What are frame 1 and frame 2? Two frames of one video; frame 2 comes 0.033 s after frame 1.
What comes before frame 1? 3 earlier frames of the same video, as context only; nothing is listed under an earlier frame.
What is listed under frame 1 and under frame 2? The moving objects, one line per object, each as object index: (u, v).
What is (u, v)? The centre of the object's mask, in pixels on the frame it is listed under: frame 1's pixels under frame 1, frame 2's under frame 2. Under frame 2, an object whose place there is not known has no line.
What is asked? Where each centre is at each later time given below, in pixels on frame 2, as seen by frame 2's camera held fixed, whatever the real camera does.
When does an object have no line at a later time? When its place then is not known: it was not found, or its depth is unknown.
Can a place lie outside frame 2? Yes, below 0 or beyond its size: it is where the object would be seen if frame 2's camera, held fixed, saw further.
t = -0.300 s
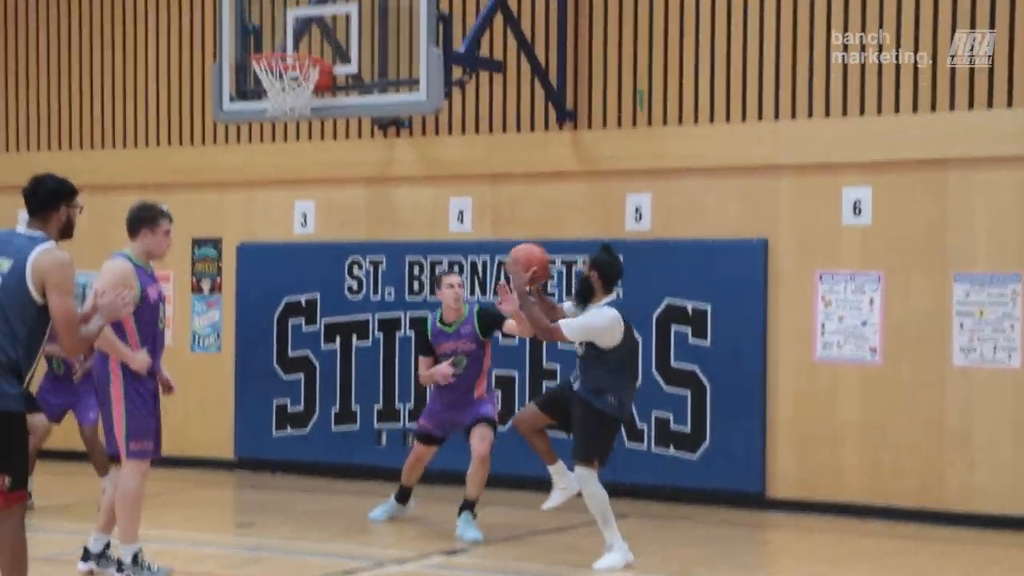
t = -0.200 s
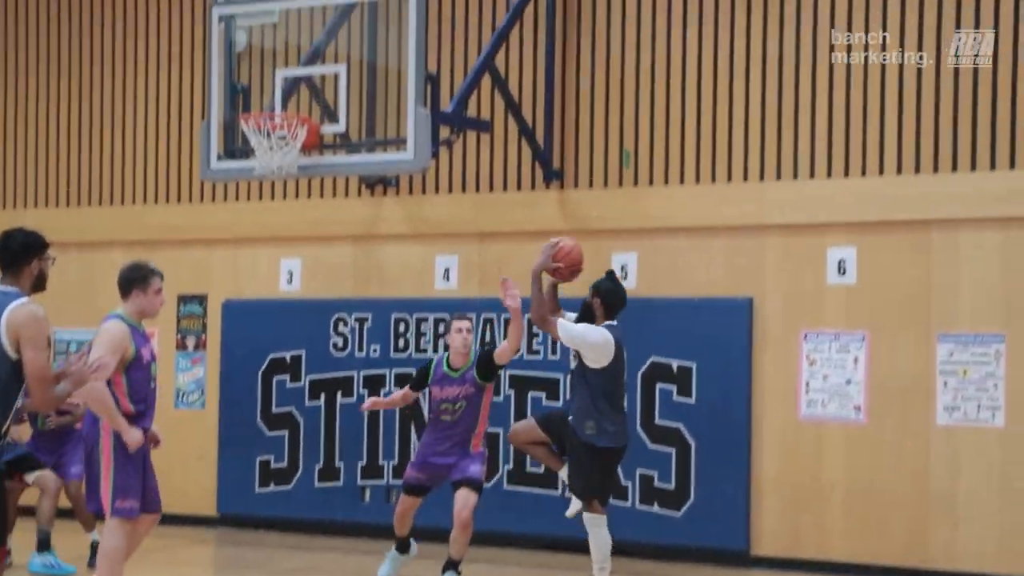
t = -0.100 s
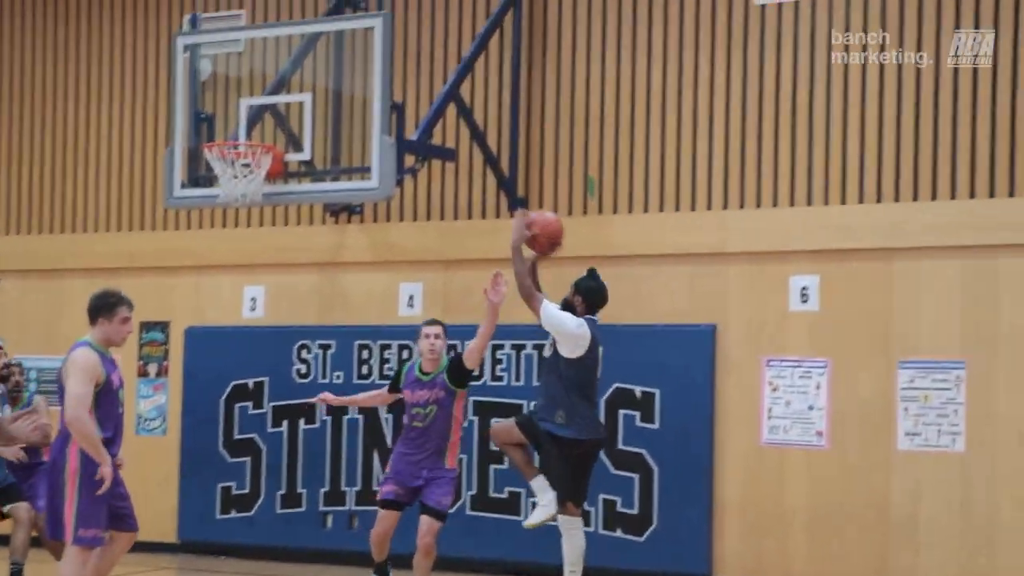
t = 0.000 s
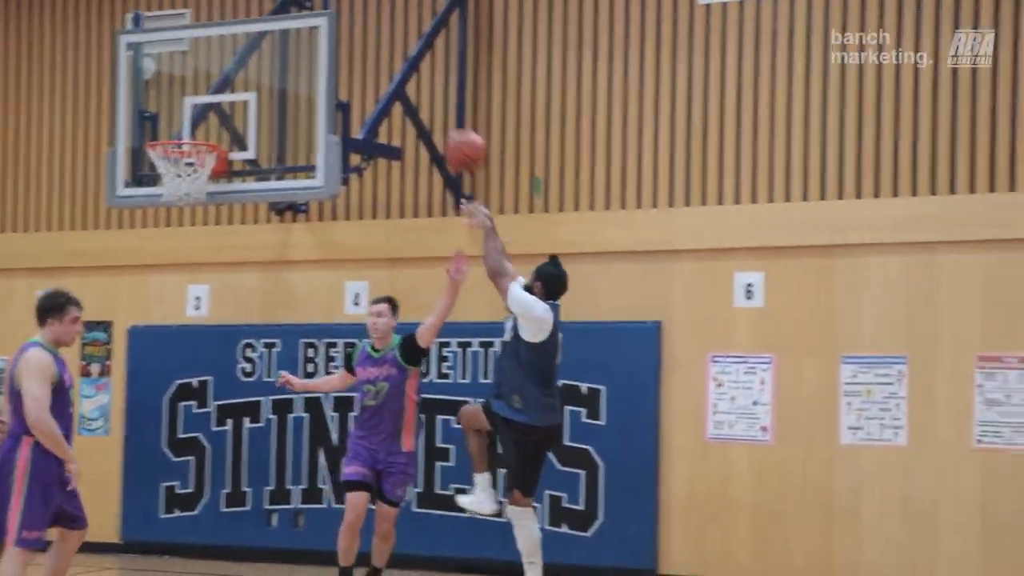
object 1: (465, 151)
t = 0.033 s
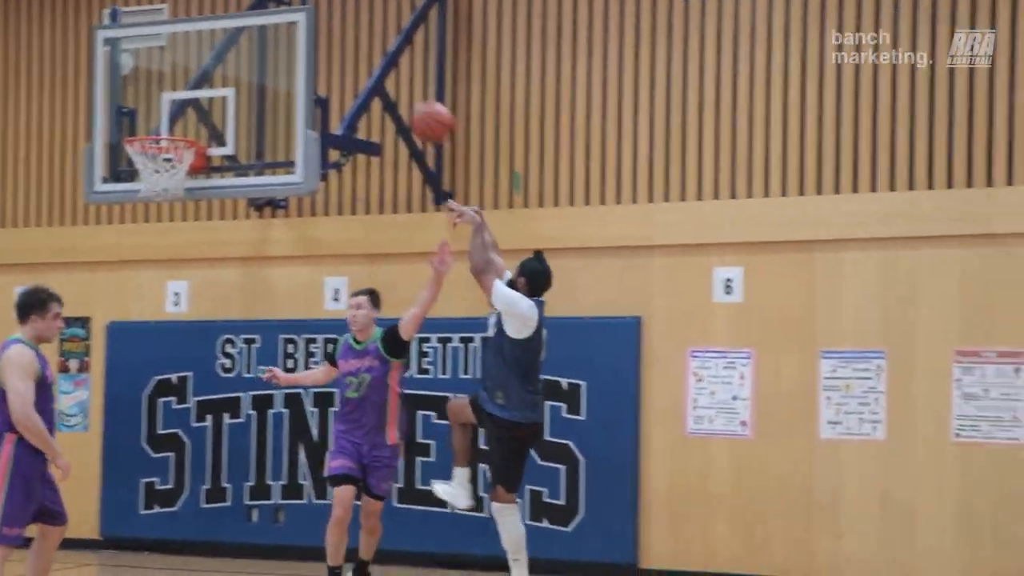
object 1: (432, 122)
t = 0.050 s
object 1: (426, 111)
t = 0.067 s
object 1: (420, 101)
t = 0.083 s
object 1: (413, 90)
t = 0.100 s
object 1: (407, 80)
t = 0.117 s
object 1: (401, 71)
